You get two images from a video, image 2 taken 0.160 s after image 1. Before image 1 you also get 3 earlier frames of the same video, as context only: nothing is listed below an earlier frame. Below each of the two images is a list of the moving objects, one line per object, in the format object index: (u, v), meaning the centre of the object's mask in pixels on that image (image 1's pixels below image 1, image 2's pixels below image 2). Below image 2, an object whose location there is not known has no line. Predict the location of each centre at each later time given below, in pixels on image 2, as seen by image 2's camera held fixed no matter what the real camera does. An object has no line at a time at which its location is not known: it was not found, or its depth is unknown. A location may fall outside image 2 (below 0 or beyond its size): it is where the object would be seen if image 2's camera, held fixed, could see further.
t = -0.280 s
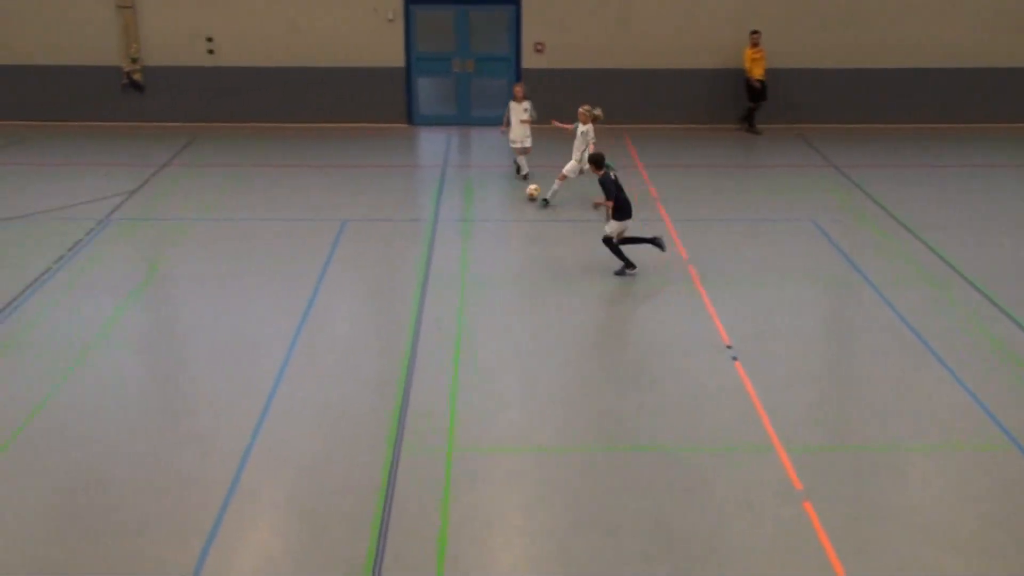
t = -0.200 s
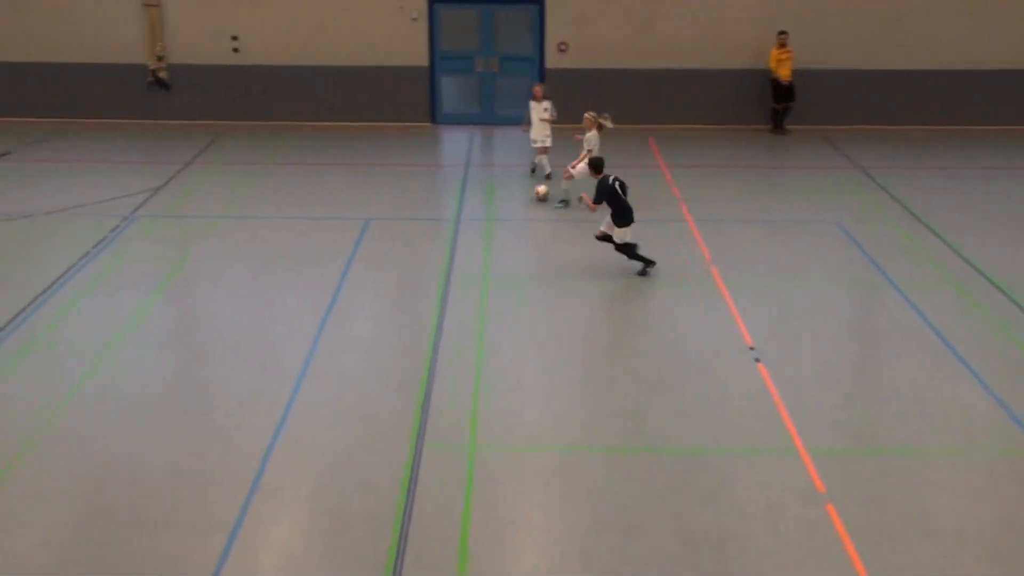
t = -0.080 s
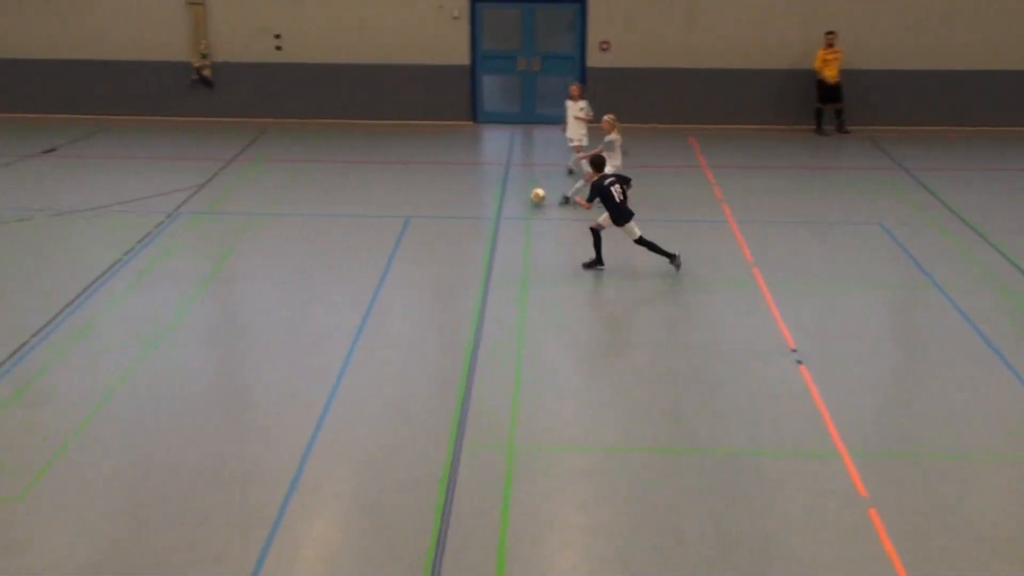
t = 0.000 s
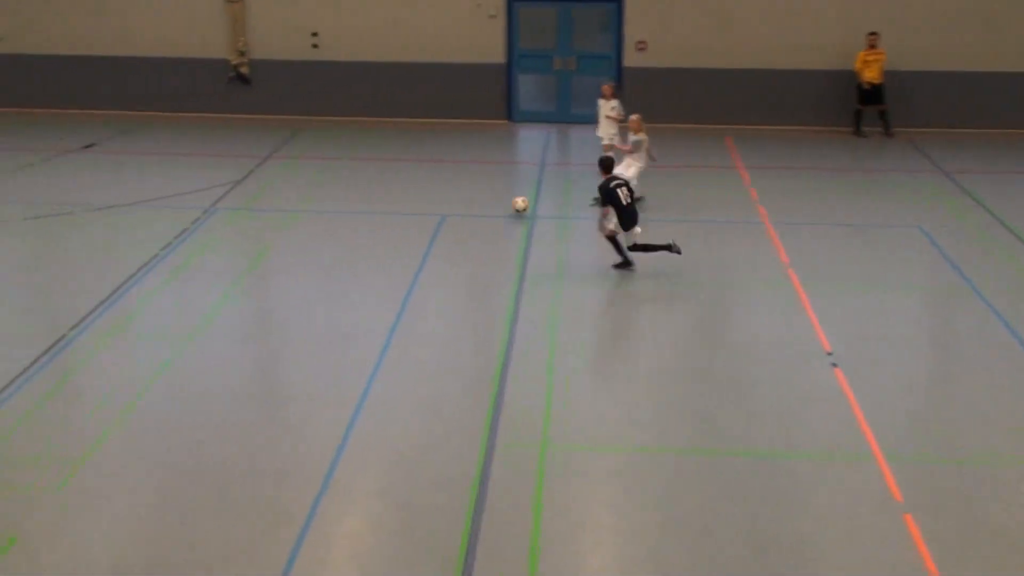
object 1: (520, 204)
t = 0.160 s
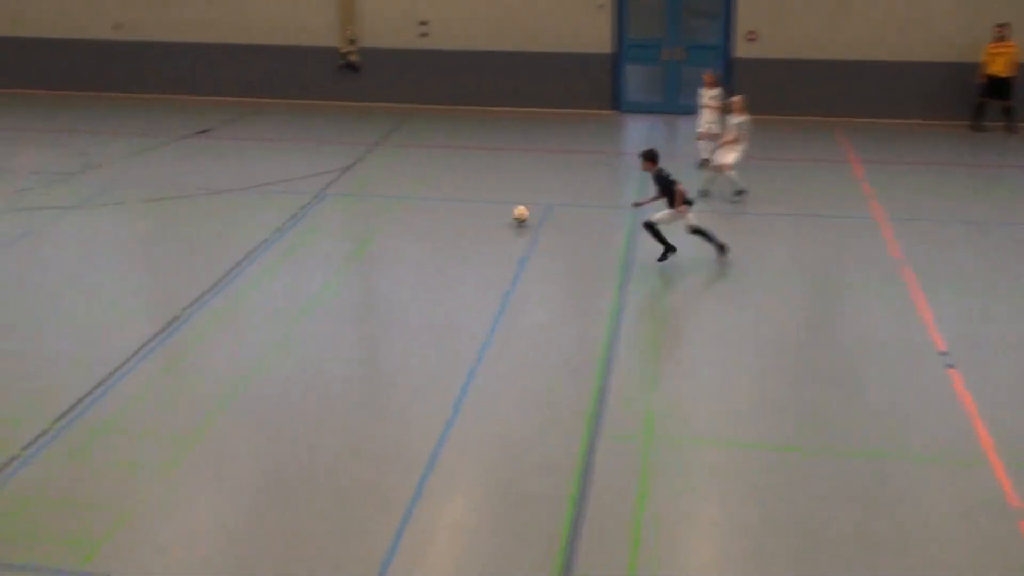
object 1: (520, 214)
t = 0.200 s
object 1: (496, 220)
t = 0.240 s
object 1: (470, 227)
